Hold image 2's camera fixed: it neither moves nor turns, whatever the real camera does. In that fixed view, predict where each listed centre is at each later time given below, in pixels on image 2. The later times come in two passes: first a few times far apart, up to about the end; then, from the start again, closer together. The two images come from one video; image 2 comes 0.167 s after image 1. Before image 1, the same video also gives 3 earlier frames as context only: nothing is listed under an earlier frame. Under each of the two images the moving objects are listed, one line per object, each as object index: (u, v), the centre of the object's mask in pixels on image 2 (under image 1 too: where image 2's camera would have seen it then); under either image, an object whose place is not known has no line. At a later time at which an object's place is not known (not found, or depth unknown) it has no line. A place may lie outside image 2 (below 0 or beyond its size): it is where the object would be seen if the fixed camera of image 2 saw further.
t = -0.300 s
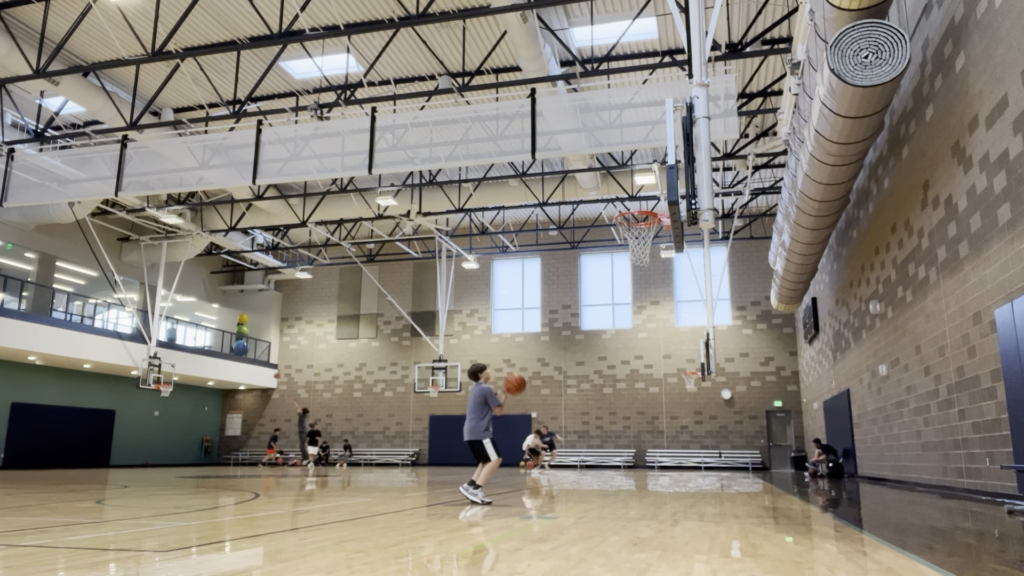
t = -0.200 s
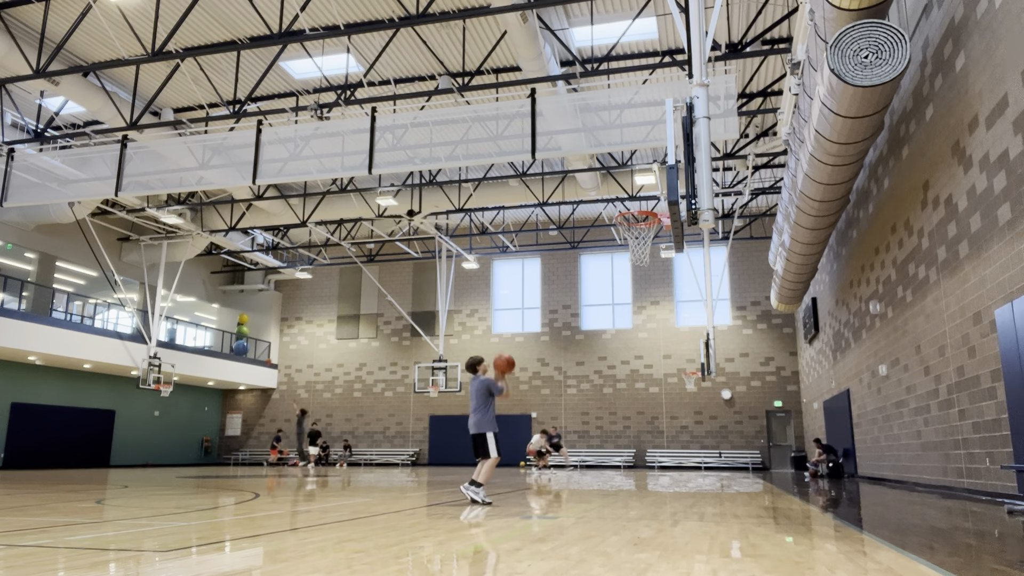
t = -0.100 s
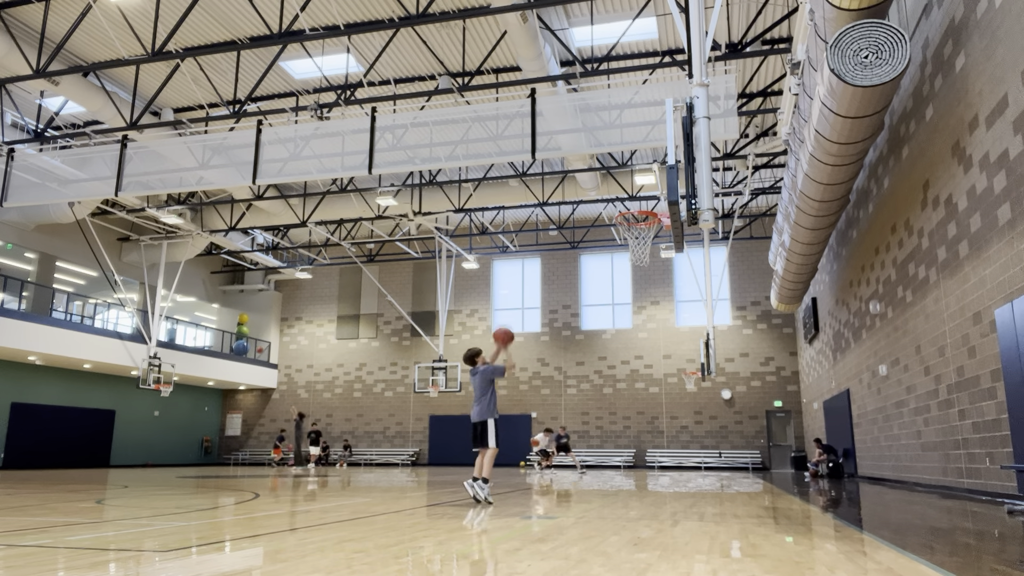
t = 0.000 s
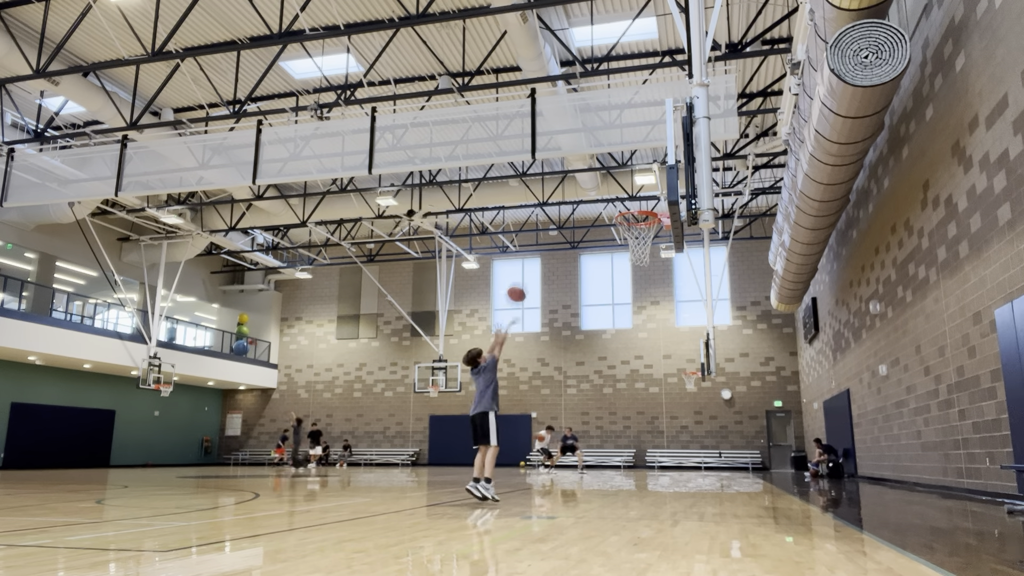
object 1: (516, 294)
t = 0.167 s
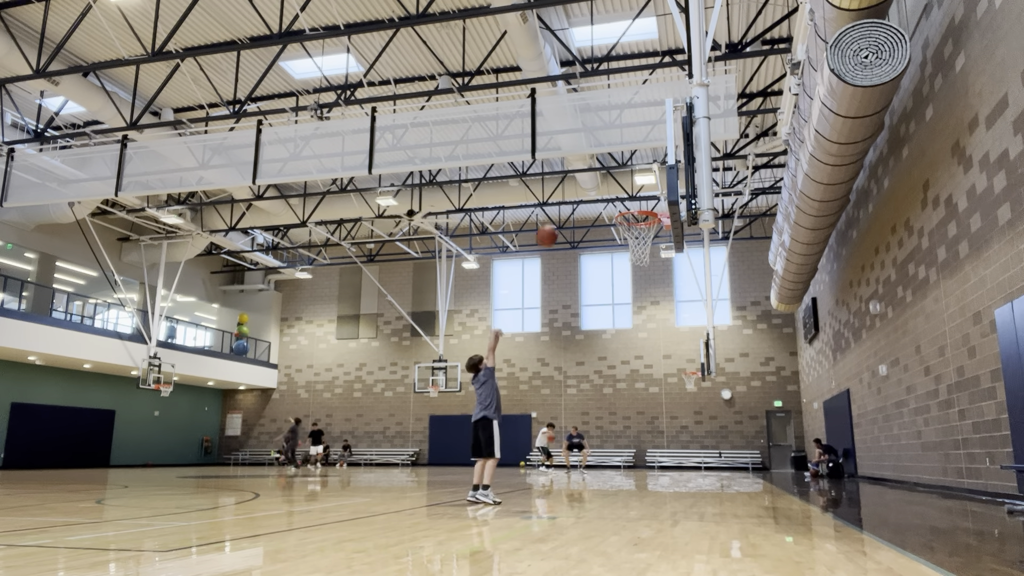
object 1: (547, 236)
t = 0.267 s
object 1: (565, 214)
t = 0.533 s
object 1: (612, 195)
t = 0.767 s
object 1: (645, 227)
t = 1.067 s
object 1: (642, 324)
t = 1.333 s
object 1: (640, 467)
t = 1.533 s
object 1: (624, 421)
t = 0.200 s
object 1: (553, 228)
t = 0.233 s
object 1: (559, 221)
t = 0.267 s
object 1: (565, 214)
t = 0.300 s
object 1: (571, 209)
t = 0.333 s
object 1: (577, 204)
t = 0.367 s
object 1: (582, 200)
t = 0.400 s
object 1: (588, 197)
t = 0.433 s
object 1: (594, 196)
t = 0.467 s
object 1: (600, 194)
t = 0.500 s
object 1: (606, 195)
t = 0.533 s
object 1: (612, 195)
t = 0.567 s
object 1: (618, 197)
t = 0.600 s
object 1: (624, 200)
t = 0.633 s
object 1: (630, 203)
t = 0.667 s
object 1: (637, 205)
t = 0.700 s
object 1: (643, 215)
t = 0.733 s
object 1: (646, 222)
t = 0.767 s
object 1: (645, 227)
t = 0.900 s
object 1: (643, 264)
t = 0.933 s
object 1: (643, 274)
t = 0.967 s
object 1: (643, 285)
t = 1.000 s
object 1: (643, 297)
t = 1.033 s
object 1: (642, 309)
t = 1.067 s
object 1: (642, 324)
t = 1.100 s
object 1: (641, 339)
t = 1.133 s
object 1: (641, 354)
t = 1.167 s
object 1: (641, 370)
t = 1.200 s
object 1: (641, 388)
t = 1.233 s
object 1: (641, 406)
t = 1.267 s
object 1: (640, 425)
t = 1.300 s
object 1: (640, 446)
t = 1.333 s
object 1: (640, 467)
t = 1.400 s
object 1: (637, 478)
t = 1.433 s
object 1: (634, 462)
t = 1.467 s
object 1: (630, 447)
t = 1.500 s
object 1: (627, 434)
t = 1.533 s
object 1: (624, 421)
